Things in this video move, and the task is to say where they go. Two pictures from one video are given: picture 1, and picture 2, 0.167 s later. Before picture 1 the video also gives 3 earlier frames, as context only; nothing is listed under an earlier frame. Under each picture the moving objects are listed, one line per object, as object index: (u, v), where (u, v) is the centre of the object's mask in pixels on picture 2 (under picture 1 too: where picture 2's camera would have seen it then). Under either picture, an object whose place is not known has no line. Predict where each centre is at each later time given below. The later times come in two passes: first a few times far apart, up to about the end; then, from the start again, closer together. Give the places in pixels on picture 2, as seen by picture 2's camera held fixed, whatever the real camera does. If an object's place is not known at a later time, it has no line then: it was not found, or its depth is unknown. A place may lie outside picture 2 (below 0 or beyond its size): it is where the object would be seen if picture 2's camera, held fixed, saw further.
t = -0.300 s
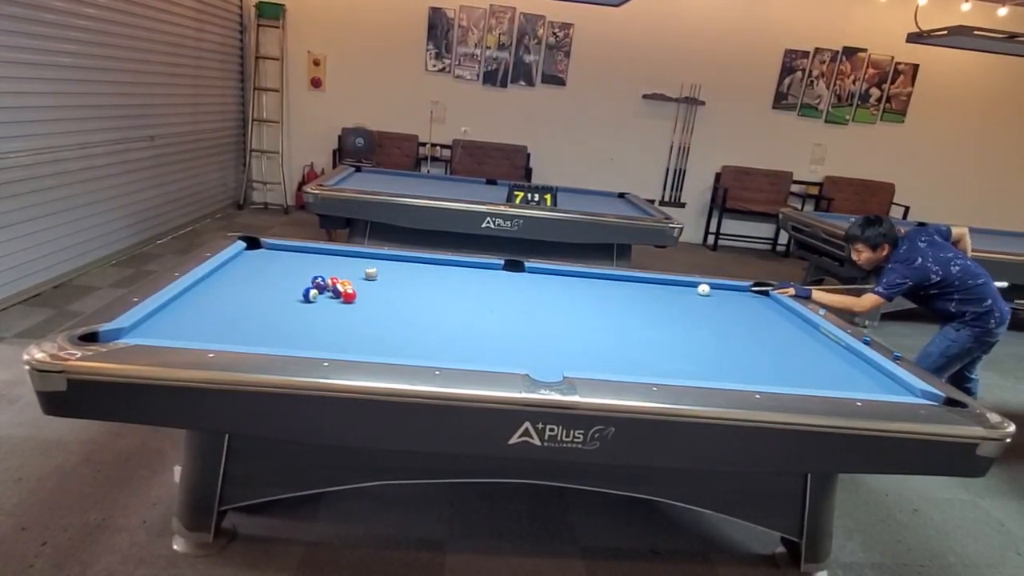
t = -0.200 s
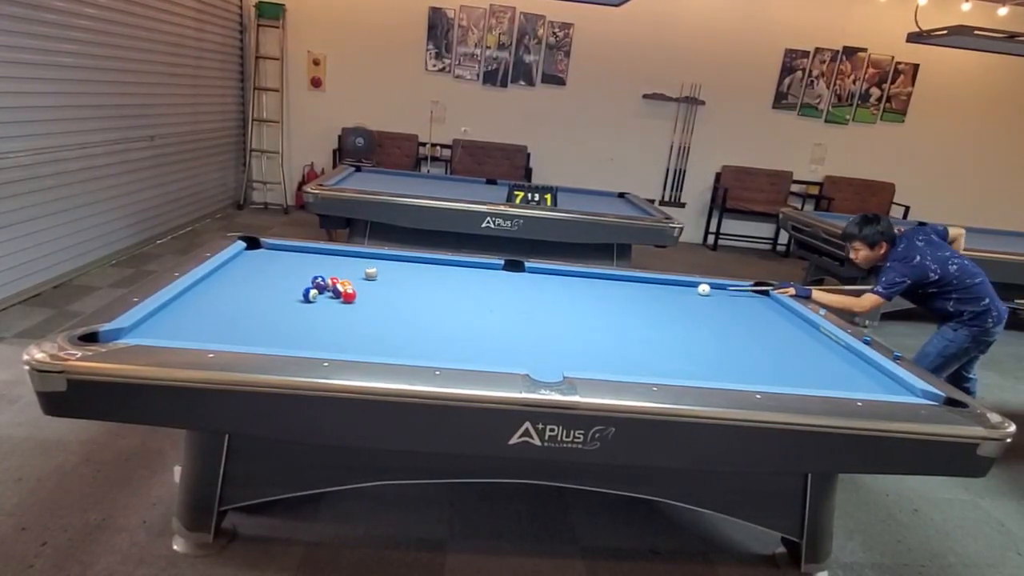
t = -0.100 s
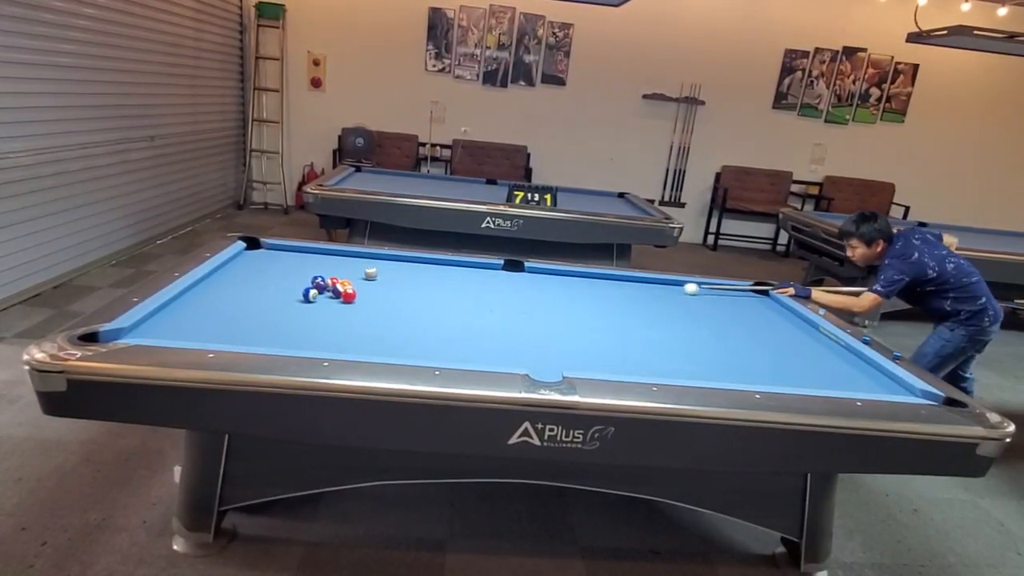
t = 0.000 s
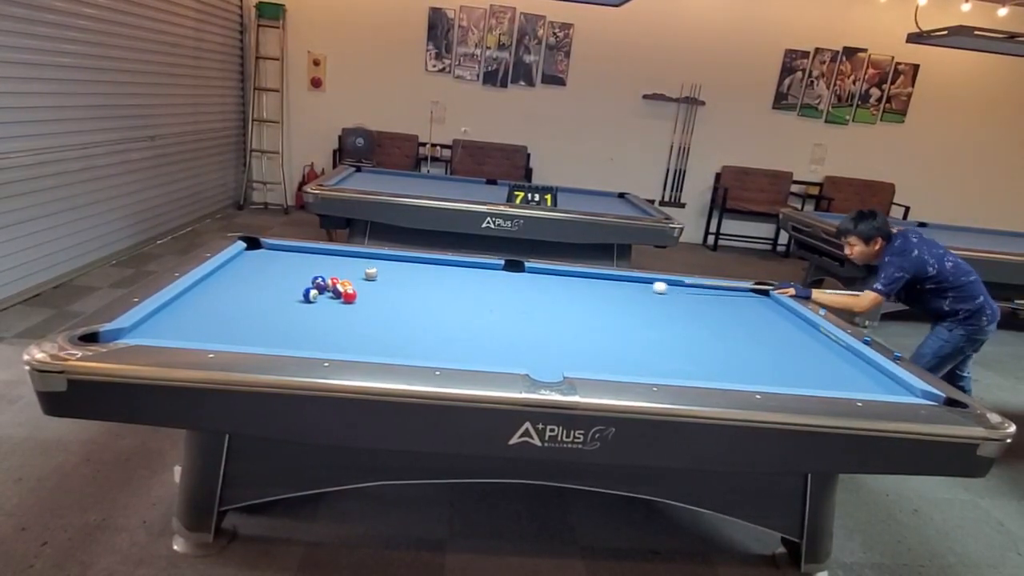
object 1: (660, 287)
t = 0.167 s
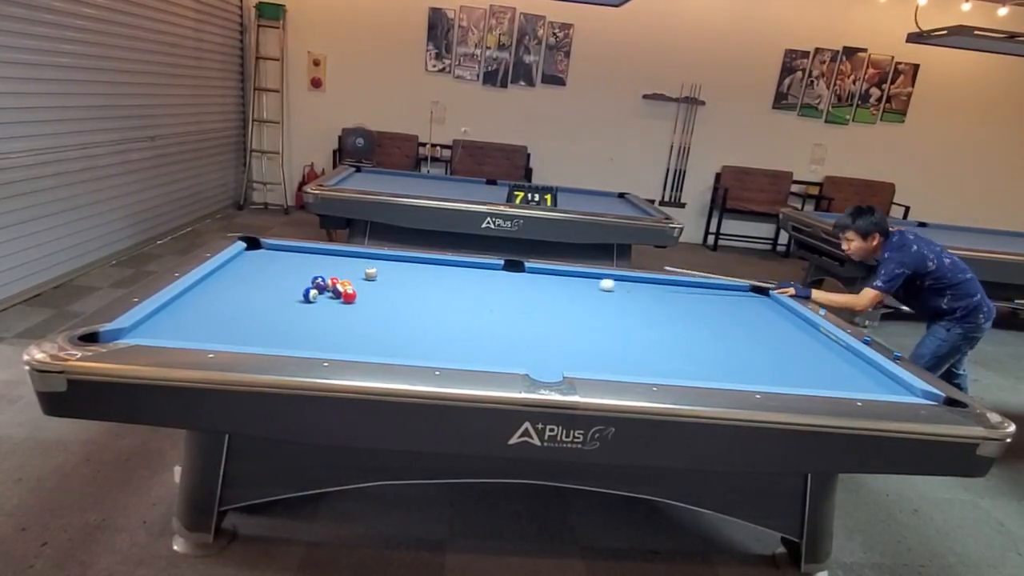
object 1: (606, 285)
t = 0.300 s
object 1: (563, 283)
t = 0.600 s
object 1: (462, 277)
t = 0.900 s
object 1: (381, 273)
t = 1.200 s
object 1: (355, 268)
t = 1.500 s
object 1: (330, 264)
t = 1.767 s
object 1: (309, 260)
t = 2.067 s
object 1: (288, 257)
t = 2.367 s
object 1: (268, 253)
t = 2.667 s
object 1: (250, 250)
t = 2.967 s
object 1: (259, 250)
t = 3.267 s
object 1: (268, 250)
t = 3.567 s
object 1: (277, 250)
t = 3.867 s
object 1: (283, 251)
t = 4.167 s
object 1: (287, 251)
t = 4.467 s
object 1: (291, 251)
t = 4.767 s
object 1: (293, 251)
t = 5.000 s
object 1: (293, 251)
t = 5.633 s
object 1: (293, 251)
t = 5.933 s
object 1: (293, 251)
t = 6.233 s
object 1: (293, 251)
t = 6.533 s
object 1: (293, 251)
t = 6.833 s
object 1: (293, 251)
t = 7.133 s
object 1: (294, 251)
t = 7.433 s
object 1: (293, 251)
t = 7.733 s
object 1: (293, 251)
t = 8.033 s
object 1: (293, 251)
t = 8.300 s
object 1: (293, 251)
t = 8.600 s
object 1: (293, 251)
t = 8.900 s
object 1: (293, 251)
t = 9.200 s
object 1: (293, 251)
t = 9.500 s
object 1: (293, 251)
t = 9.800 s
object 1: (293, 251)
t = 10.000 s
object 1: (293, 251)
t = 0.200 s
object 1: (596, 284)
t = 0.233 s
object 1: (585, 284)
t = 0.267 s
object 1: (574, 283)
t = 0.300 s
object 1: (563, 283)
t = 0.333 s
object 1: (552, 282)
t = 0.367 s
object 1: (541, 282)
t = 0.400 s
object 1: (530, 281)
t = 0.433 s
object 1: (519, 280)
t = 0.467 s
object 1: (507, 280)
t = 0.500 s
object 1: (496, 279)
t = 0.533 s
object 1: (484, 279)
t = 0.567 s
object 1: (473, 278)
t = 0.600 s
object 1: (462, 277)
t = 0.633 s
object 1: (451, 277)
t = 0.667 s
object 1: (439, 277)
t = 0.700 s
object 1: (428, 276)
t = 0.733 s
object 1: (416, 276)
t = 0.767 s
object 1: (404, 275)
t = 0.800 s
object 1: (393, 274)
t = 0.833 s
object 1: (383, 274)
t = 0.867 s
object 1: (383, 273)
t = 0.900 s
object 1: (381, 273)
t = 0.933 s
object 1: (379, 272)
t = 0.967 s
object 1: (377, 272)
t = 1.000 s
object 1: (374, 271)
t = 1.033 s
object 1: (370, 271)
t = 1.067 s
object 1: (367, 270)
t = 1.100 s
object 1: (364, 270)
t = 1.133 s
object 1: (361, 269)
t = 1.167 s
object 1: (358, 269)
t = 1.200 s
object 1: (355, 268)
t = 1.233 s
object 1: (352, 268)
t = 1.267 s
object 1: (350, 267)
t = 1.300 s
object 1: (347, 267)
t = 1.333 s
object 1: (344, 266)
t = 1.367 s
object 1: (341, 266)
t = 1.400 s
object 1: (338, 265)
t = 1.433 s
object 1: (336, 264)
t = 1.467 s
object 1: (333, 264)
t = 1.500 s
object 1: (330, 264)
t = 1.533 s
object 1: (327, 264)
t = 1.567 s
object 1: (325, 263)
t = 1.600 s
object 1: (322, 262)
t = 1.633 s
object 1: (319, 262)
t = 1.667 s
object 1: (317, 261)
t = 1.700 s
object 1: (314, 261)
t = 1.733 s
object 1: (312, 261)
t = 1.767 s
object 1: (309, 260)
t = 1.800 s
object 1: (307, 260)
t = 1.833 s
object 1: (304, 259)
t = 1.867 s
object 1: (302, 259)
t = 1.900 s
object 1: (299, 259)
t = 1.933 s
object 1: (297, 258)
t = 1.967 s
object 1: (294, 258)
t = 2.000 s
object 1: (292, 257)
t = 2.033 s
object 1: (290, 257)
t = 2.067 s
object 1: (288, 257)
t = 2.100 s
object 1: (285, 256)
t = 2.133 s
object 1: (283, 256)
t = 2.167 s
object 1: (281, 256)
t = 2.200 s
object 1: (279, 255)
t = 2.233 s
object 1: (276, 255)
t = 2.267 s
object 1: (274, 254)
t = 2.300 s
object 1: (272, 254)
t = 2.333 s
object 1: (270, 254)
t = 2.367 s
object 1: (268, 253)
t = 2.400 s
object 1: (266, 253)
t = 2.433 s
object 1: (263, 252)
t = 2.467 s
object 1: (261, 252)
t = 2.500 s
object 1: (259, 252)
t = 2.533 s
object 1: (257, 252)
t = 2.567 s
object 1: (256, 251)
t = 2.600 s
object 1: (253, 251)
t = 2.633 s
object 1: (251, 250)
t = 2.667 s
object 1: (250, 250)
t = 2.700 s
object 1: (250, 250)
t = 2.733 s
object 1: (251, 250)
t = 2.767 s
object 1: (252, 250)
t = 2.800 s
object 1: (253, 250)
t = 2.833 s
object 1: (255, 250)
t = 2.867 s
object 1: (256, 250)
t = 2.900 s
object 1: (257, 250)
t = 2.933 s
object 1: (258, 250)
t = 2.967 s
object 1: (259, 250)
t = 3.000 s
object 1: (261, 250)
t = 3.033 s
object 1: (262, 250)
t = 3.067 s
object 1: (262, 250)
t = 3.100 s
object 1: (264, 250)
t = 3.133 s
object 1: (265, 250)
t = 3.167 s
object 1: (266, 250)
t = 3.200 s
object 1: (267, 250)
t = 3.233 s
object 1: (268, 250)
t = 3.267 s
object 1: (268, 250)
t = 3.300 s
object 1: (270, 250)
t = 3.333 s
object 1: (271, 250)
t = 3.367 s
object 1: (272, 250)
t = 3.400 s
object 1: (273, 251)
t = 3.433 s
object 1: (273, 251)
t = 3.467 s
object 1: (274, 250)
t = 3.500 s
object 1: (275, 250)
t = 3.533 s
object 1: (276, 251)
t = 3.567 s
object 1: (277, 250)
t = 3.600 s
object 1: (277, 250)
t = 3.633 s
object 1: (278, 251)
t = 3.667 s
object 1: (279, 250)
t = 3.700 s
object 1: (279, 251)
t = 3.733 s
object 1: (280, 250)
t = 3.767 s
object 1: (281, 250)
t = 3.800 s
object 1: (282, 251)
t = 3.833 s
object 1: (282, 251)
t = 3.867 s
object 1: (283, 251)
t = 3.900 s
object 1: (283, 251)
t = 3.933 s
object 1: (284, 251)
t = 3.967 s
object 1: (285, 251)
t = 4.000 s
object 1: (285, 251)
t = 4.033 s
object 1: (286, 251)
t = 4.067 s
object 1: (286, 251)
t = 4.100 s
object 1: (287, 251)
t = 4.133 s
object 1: (287, 251)
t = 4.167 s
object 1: (287, 251)
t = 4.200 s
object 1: (288, 250)
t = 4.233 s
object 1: (288, 250)
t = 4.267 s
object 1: (289, 250)
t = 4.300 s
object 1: (289, 251)
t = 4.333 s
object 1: (290, 251)
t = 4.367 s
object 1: (290, 251)
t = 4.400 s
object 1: (290, 251)
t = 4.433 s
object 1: (291, 251)
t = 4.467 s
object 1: (291, 251)
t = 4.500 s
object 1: (291, 251)
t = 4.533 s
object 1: (291, 251)
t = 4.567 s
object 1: (291, 251)
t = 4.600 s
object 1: (291, 251)
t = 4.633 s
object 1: (292, 251)
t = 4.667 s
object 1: (293, 251)
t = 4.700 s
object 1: (293, 251)
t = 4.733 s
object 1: (293, 251)
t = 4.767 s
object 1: (293, 251)
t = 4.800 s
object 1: (293, 251)
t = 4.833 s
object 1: (293, 251)
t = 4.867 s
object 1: (293, 251)
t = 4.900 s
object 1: (293, 251)
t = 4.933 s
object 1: (293, 251)
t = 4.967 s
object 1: (293, 251)
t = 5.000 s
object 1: (293, 251)
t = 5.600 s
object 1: (293, 250)
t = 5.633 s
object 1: (293, 251)
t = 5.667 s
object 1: (293, 251)
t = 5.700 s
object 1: (293, 251)
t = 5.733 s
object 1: (293, 251)
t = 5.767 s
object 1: (294, 251)
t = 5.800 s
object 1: (293, 251)
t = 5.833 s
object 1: (293, 251)
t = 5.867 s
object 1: (293, 251)
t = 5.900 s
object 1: (293, 251)
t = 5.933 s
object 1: (293, 251)
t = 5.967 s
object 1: (293, 251)
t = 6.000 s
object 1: (293, 251)
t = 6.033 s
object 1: (293, 251)
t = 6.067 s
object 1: (293, 251)
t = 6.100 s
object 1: (293, 251)
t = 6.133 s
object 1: (293, 251)
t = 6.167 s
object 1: (293, 251)
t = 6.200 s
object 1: (293, 251)
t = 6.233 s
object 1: (293, 251)
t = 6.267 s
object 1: (293, 251)
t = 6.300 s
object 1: (293, 251)
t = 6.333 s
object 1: (293, 251)
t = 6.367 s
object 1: (293, 251)
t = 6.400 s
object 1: (293, 251)
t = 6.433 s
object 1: (293, 251)
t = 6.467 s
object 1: (293, 251)
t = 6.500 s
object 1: (293, 251)
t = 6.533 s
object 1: (293, 251)
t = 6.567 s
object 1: (293, 251)
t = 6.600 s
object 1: (293, 251)
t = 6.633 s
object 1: (293, 251)
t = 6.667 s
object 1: (293, 251)
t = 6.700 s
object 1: (293, 251)
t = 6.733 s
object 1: (293, 251)
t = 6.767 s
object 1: (294, 251)
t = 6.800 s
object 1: (293, 251)
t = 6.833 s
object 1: (293, 251)
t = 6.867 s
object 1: (293, 251)
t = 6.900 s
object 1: (293, 251)
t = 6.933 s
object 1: (293, 251)
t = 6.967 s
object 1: (294, 251)
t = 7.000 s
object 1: (293, 251)
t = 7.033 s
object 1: (294, 251)
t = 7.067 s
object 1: (294, 251)
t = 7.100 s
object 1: (294, 251)
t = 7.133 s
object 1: (294, 251)
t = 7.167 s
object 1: (293, 251)
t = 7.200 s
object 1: (293, 251)
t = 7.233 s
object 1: (293, 251)
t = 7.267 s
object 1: (294, 251)
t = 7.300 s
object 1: (293, 251)
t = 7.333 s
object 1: (293, 251)
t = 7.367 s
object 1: (293, 251)
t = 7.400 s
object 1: (293, 251)
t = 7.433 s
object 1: (293, 251)
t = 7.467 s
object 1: (293, 251)
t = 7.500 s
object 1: (293, 251)
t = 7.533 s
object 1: (293, 251)
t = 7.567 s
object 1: (293, 251)
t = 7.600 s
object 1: (293, 251)
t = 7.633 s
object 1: (293, 251)
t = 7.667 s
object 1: (293, 251)
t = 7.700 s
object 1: (293, 251)
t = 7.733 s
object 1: (293, 251)
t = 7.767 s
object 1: (293, 251)
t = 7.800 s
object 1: (293, 251)
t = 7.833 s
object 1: (293, 251)
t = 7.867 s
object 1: (293, 251)
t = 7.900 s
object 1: (293, 251)
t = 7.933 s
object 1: (293, 251)
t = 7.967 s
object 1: (293, 251)
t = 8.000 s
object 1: (293, 251)
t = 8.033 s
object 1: (293, 251)
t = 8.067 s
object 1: (293, 251)
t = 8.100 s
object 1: (293, 251)
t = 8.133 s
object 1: (293, 251)
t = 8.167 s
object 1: (293, 251)
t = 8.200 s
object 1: (293, 251)
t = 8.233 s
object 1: (293, 251)
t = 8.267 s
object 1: (293, 251)
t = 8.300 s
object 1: (293, 251)
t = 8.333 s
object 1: (293, 251)
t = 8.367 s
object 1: (293, 251)
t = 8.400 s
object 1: (293, 251)
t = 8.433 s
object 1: (293, 251)
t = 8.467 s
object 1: (293, 251)
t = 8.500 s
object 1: (293, 251)
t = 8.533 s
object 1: (293, 251)
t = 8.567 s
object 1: (293, 251)
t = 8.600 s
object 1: (293, 251)
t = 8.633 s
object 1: (293, 251)
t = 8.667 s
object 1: (293, 251)
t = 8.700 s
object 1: (293, 251)
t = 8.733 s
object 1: (293, 251)
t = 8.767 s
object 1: (293, 251)
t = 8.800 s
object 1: (293, 251)
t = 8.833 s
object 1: (293, 251)
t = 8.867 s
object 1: (293, 251)
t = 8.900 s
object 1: (293, 251)
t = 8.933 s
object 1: (293, 251)
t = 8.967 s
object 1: (293, 251)
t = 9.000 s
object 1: (293, 251)
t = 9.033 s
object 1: (293, 251)
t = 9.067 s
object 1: (293, 251)
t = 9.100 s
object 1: (293, 251)
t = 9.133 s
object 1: (293, 251)
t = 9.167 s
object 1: (293, 251)
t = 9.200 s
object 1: (293, 251)
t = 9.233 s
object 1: (293, 251)
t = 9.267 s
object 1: (293, 251)
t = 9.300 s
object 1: (293, 251)
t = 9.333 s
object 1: (293, 251)
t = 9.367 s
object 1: (293, 251)
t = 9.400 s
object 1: (293, 251)
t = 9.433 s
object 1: (293, 251)
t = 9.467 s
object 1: (293, 251)
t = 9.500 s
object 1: (293, 251)
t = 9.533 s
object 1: (293, 251)
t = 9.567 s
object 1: (293, 251)
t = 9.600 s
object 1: (293, 251)
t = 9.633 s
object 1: (293, 251)
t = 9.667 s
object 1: (293, 251)
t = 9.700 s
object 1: (293, 251)
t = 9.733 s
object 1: (293, 251)
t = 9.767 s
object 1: (294, 251)
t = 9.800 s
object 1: (293, 251)
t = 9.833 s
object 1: (293, 251)
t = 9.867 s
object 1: (293, 251)
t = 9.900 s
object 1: (293, 251)
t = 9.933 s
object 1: (294, 251)
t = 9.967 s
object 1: (293, 251)
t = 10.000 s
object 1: (293, 251)
